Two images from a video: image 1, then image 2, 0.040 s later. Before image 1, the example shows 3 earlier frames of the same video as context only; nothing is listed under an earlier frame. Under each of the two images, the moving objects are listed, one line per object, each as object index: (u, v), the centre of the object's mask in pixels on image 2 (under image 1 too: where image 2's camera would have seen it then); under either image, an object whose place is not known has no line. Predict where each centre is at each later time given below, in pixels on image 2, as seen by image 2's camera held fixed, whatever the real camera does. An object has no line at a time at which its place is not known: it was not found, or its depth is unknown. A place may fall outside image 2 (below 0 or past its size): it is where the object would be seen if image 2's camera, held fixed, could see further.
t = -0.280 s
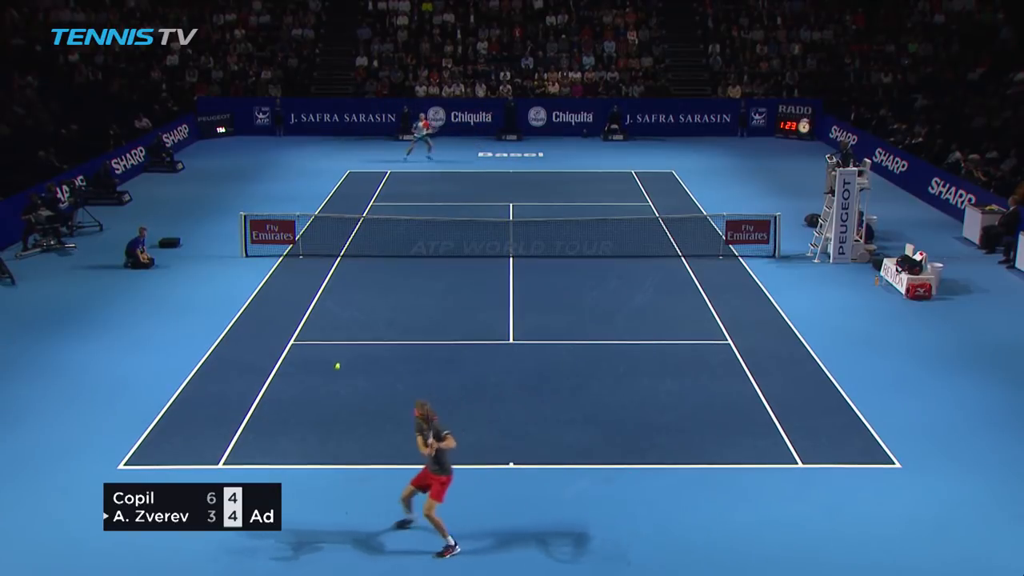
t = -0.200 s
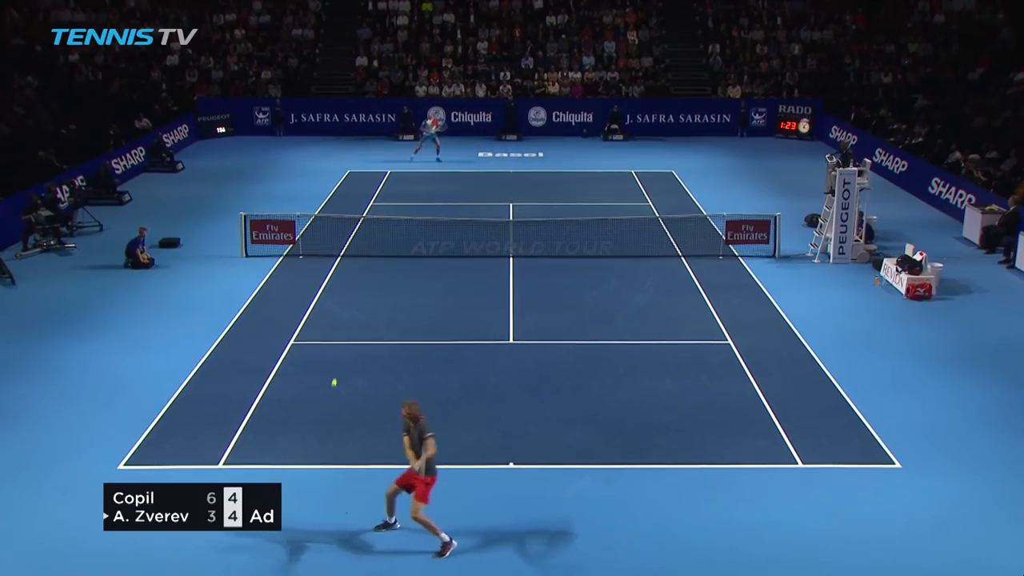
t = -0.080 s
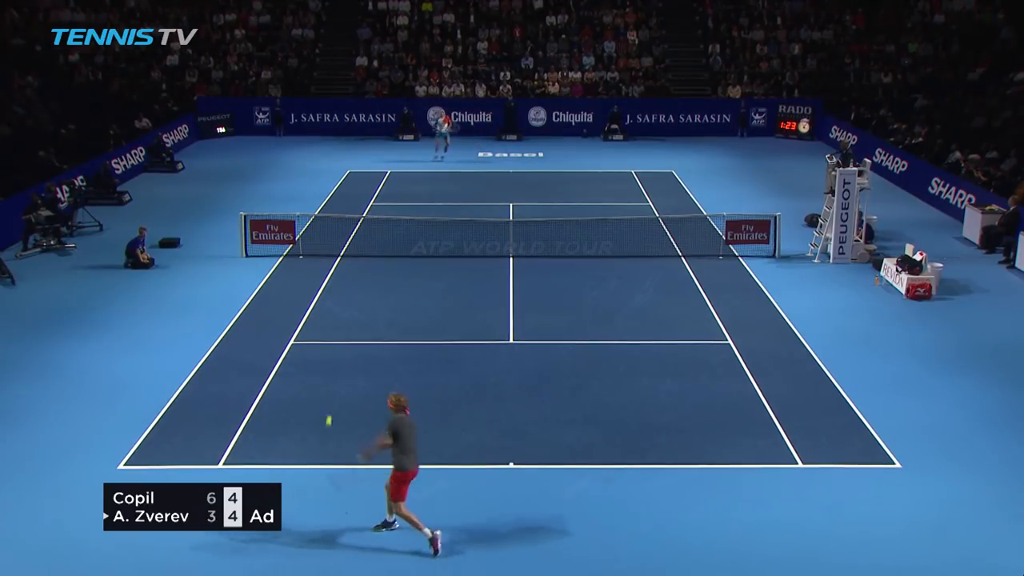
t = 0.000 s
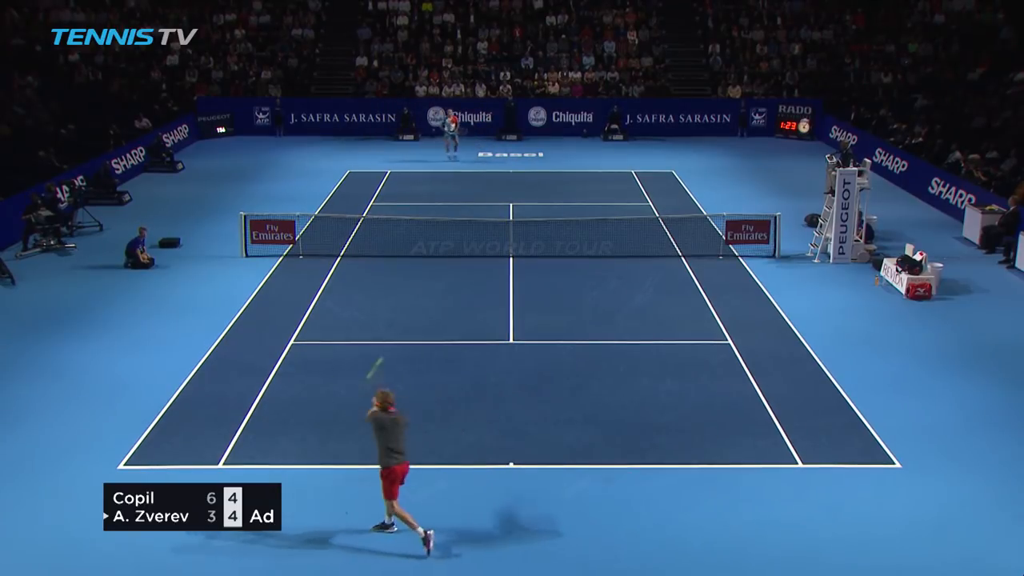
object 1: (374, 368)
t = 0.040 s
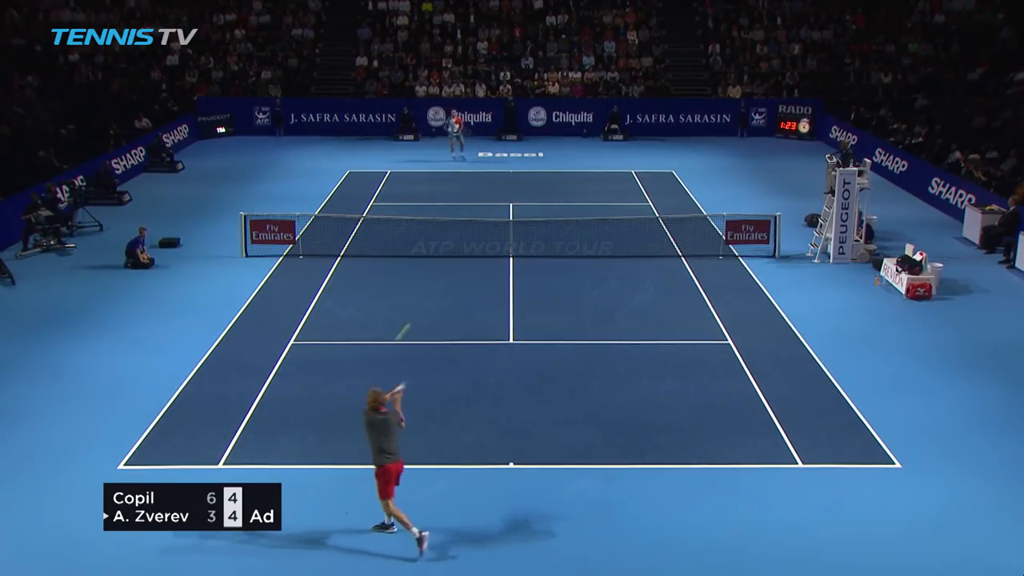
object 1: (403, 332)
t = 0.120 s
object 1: (447, 279)
